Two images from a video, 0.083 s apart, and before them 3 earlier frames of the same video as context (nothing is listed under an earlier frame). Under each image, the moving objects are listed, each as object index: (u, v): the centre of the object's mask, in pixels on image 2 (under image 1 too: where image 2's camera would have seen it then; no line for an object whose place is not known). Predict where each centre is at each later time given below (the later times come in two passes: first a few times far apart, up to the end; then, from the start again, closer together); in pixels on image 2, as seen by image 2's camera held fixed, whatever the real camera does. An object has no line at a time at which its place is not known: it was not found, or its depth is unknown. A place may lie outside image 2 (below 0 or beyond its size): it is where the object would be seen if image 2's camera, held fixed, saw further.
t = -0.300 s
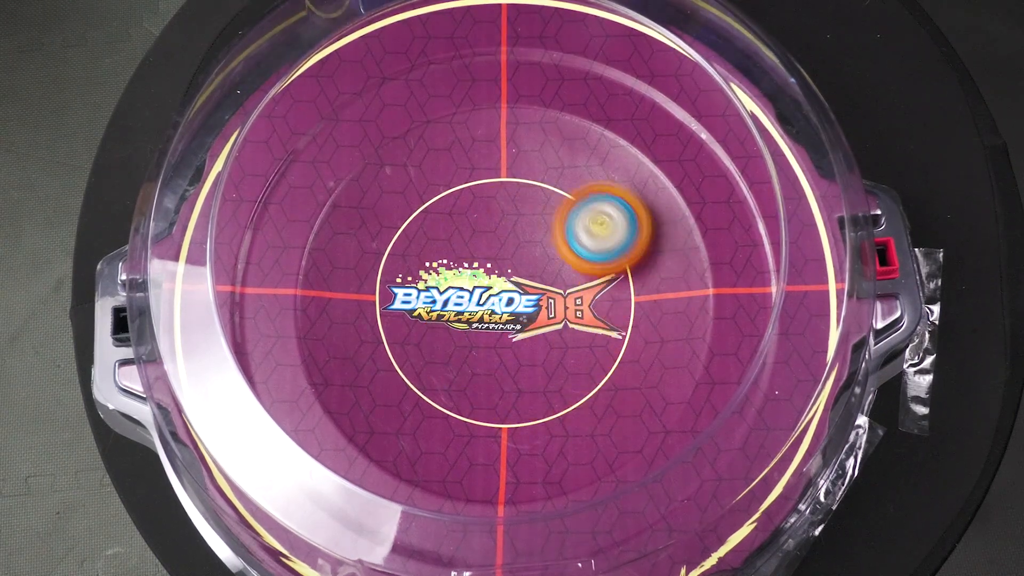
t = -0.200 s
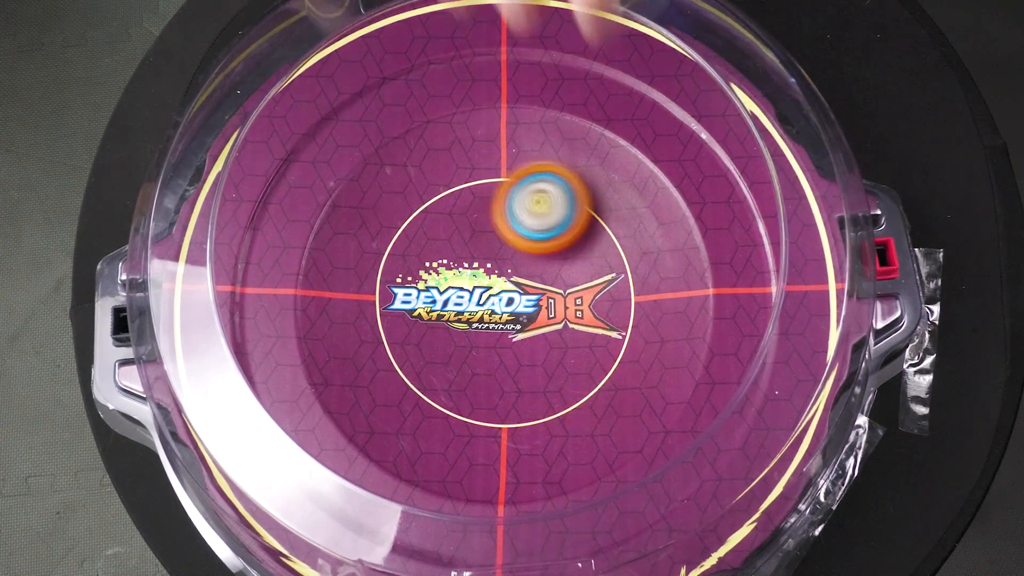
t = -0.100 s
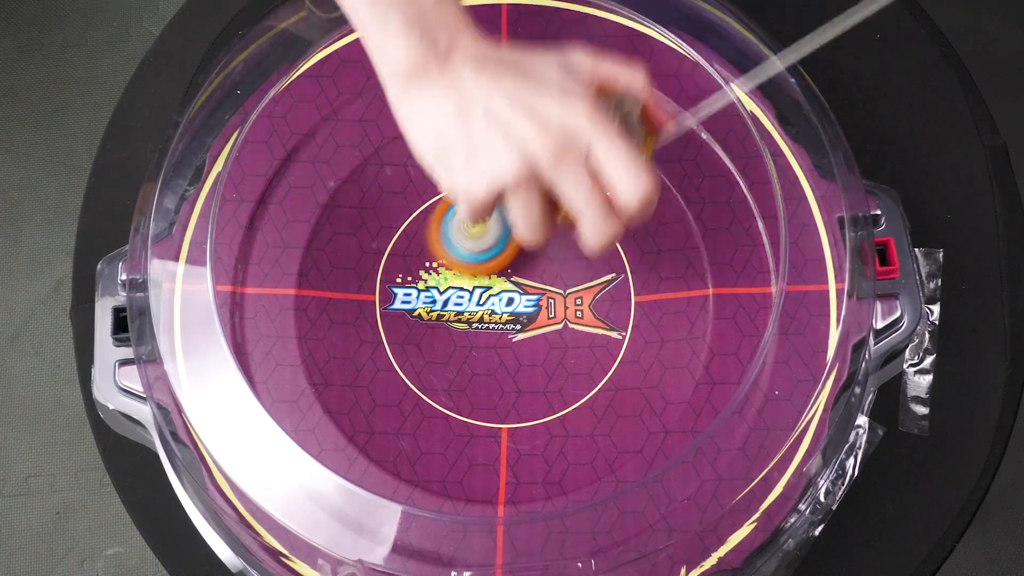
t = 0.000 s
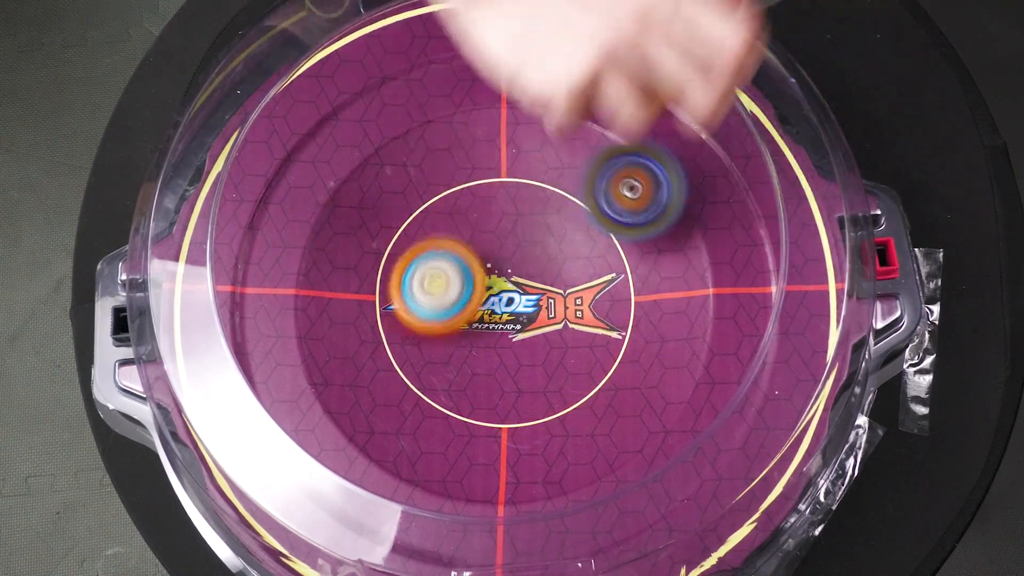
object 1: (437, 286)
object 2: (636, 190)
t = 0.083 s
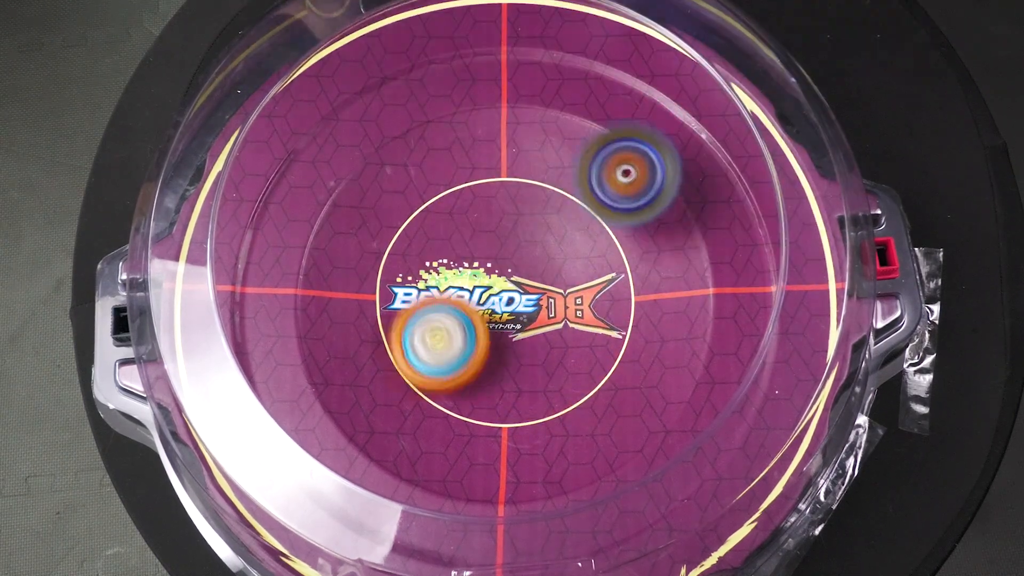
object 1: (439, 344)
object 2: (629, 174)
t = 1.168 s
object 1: (468, 421)
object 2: (435, 239)
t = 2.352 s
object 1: (376, 318)
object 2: (472, 241)
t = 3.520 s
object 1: (403, 36)
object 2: (379, 375)
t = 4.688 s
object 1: (289, 105)
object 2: (636, 387)
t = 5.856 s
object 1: (719, 250)
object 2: (517, 406)
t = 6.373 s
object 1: (701, 137)
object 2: (485, 179)
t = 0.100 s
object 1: (443, 355)
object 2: (625, 173)
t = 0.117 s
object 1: (449, 364)
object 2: (621, 174)
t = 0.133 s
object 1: (456, 373)
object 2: (616, 177)
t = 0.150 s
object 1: (464, 382)
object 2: (611, 182)
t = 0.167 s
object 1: (474, 390)
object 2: (606, 188)
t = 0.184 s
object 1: (484, 397)
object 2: (600, 195)
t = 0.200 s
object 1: (496, 404)
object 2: (590, 199)
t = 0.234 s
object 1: (522, 412)
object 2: (567, 207)
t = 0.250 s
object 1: (536, 413)
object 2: (555, 212)
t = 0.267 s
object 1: (549, 413)
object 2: (543, 221)
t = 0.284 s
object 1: (564, 412)
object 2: (531, 229)
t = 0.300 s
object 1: (577, 408)
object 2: (519, 234)
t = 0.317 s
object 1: (589, 404)
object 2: (508, 243)
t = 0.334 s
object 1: (603, 398)
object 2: (496, 252)
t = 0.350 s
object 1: (614, 390)
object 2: (485, 262)
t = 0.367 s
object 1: (624, 382)
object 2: (475, 272)
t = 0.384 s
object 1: (635, 371)
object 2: (465, 283)
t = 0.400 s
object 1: (643, 360)
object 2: (457, 295)
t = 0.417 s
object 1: (650, 349)
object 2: (450, 309)
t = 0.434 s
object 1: (655, 336)
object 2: (445, 319)
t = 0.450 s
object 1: (659, 324)
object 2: (440, 330)
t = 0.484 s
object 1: (662, 298)
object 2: (440, 347)
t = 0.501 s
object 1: (662, 287)
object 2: (441, 356)
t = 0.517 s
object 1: (660, 275)
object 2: (443, 364)
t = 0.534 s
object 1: (657, 262)
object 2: (445, 374)
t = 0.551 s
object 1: (652, 250)
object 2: (450, 379)
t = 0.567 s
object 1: (646, 240)
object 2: (456, 380)
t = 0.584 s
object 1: (638, 230)
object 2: (464, 382)
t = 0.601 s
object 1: (630, 221)
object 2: (472, 386)
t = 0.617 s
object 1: (620, 215)
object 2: (479, 390)
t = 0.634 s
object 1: (609, 208)
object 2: (487, 391)
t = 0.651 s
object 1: (598, 202)
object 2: (496, 388)
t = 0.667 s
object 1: (587, 197)
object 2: (506, 384)
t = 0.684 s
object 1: (576, 193)
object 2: (516, 381)
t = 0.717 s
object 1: (552, 189)
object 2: (535, 376)
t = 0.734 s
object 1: (540, 189)
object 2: (544, 369)
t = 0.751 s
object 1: (528, 189)
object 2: (552, 362)
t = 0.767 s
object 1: (515, 191)
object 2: (562, 354)
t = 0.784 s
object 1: (503, 194)
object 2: (570, 346)
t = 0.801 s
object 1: (492, 197)
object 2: (577, 334)
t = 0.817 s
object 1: (480, 202)
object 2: (583, 322)
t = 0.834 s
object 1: (469, 207)
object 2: (589, 310)
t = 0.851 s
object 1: (459, 214)
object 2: (592, 298)
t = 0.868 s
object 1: (448, 221)
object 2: (595, 285)
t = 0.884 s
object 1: (438, 229)
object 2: (596, 275)
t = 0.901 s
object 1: (429, 238)
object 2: (596, 263)
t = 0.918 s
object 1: (420, 248)
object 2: (594, 251)
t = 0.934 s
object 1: (413, 259)
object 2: (592, 240)
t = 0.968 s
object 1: (401, 285)
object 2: (582, 221)
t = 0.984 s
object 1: (398, 297)
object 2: (574, 214)
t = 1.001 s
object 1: (396, 311)
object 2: (565, 209)
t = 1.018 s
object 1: (396, 324)
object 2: (554, 205)
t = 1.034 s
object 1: (398, 339)
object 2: (543, 202)
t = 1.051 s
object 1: (401, 351)
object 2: (530, 201)
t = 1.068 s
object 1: (406, 363)
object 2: (517, 201)
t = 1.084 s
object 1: (414, 374)
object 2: (503, 204)
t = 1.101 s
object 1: (422, 387)
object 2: (488, 209)
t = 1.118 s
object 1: (431, 396)
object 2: (474, 214)
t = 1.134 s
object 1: (442, 406)
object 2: (461, 220)
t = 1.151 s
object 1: (454, 415)
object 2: (447, 229)
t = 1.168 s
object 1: (468, 421)
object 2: (435, 239)
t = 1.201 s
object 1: (498, 432)
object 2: (411, 266)
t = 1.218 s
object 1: (514, 434)
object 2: (401, 280)
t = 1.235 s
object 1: (531, 435)
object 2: (392, 297)
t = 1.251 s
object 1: (548, 434)
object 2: (386, 314)
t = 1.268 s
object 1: (565, 431)
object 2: (381, 332)
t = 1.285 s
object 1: (584, 427)
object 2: (378, 351)
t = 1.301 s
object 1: (600, 420)
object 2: (378, 365)
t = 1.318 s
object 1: (616, 412)
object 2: (380, 383)
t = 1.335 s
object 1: (633, 401)
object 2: (384, 398)
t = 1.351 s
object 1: (648, 390)
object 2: (392, 414)
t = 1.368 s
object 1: (662, 377)
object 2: (400, 429)
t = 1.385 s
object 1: (674, 363)
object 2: (411, 446)
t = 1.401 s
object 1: (685, 347)
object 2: (423, 456)
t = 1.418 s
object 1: (695, 330)
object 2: (439, 466)
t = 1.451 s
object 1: (708, 293)
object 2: (470, 486)
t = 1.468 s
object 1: (712, 274)
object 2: (487, 491)
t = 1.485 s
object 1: (713, 254)
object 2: (505, 492)
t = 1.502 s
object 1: (714, 237)
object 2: (525, 492)
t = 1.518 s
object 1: (713, 219)
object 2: (543, 490)
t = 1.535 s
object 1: (711, 203)
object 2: (560, 485)
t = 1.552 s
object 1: (709, 186)
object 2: (577, 480)
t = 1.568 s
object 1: (708, 173)
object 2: (593, 473)
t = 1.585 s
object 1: (705, 160)
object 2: (610, 467)
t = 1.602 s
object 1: (703, 148)
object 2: (624, 460)
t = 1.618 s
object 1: (699, 137)
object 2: (639, 454)
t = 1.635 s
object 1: (695, 128)
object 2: (654, 448)
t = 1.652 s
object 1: (690, 120)
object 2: (668, 441)
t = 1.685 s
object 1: (676, 107)
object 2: (695, 430)
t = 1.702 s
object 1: (668, 102)
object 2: (707, 424)
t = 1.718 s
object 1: (660, 97)
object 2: (719, 420)
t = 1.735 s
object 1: (652, 95)
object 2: (732, 414)
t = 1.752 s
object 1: (645, 92)
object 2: (743, 408)
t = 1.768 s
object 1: (638, 90)
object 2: (750, 400)
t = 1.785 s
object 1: (632, 89)
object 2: (755, 390)
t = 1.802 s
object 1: (624, 88)
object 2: (759, 380)
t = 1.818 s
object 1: (618, 87)
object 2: (759, 369)
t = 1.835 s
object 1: (611, 87)
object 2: (756, 354)
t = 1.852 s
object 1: (606, 89)
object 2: (757, 342)
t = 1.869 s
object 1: (599, 89)
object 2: (754, 330)
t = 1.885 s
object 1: (594, 91)
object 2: (750, 320)
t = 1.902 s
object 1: (588, 92)
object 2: (748, 309)
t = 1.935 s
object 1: (579, 94)
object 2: (737, 289)
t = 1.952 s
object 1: (574, 95)
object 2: (737, 282)
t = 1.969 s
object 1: (569, 95)
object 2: (736, 274)
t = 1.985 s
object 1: (563, 96)
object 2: (735, 269)
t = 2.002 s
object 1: (558, 97)
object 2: (733, 263)
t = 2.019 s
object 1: (551, 100)
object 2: (733, 259)
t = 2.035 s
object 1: (544, 103)
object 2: (731, 255)
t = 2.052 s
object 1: (535, 107)
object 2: (729, 252)
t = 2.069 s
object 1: (526, 113)
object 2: (726, 249)
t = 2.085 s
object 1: (516, 120)
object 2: (723, 247)
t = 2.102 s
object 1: (506, 128)
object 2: (718, 246)
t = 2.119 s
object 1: (495, 135)
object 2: (713, 245)
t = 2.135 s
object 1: (484, 146)
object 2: (707, 242)
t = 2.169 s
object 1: (459, 168)
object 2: (688, 239)
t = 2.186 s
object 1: (447, 181)
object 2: (676, 239)
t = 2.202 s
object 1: (434, 194)
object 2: (663, 238)
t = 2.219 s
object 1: (423, 207)
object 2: (647, 237)
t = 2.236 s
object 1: (411, 221)
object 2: (629, 239)
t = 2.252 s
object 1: (401, 235)
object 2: (611, 238)
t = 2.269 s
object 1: (393, 248)
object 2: (590, 236)
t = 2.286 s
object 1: (386, 263)
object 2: (567, 238)
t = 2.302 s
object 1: (381, 276)
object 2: (544, 237)
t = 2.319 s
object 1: (378, 291)
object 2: (521, 236)
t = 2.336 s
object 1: (376, 303)
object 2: (496, 238)
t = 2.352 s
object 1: (376, 318)
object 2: (472, 241)
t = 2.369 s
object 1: (378, 330)
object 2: (449, 245)
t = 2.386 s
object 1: (379, 345)
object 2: (430, 250)
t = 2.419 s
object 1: (382, 376)
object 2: (397, 252)
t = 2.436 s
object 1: (385, 391)
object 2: (383, 254)
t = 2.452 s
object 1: (391, 406)
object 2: (372, 259)
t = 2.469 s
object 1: (398, 419)
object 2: (361, 262)
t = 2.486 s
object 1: (407, 431)
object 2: (353, 269)
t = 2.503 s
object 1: (416, 442)
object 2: (347, 276)
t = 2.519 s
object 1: (427, 451)
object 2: (342, 284)
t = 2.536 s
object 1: (440, 459)
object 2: (339, 293)
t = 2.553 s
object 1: (452, 463)
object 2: (338, 302)
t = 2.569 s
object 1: (467, 468)
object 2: (339, 313)
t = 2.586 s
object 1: (481, 470)
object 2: (342, 324)
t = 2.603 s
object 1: (497, 471)
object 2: (347, 336)
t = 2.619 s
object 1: (513, 470)
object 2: (354, 348)
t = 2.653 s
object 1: (546, 464)
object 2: (378, 370)
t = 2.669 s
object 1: (563, 460)
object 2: (393, 379)
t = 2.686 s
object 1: (579, 452)
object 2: (409, 388)
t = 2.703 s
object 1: (596, 444)
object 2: (425, 395)
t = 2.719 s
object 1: (610, 434)
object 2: (445, 401)
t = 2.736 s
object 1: (625, 421)
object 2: (465, 404)
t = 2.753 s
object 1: (638, 407)
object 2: (486, 406)
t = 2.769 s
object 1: (649, 392)
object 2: (504, 404)
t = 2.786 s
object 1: (660, 376)
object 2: (523, 402)
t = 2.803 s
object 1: (670, 358)
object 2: (544, 394)
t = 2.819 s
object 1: (678, 340)
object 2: (561, 387)
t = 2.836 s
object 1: (684, 319)
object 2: (577, 378)
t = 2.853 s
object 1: (690, 297)
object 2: (591, 367)
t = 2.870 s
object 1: (693, 275)
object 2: (605, 353)
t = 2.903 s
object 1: (693, 230)
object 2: (621, 324)
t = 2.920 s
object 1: (690, 207)
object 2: (629, 307)
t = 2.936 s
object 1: (684, 185)
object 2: (633, 290)
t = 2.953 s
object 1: (677, 164)
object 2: (636, 274)
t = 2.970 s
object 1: (670, 145)
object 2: (635, 256)
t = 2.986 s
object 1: (663, 128)
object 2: (634, 240)
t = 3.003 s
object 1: (655, 111)
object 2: (629, 225)
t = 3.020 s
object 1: (648, 96)
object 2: (623, 210)
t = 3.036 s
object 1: (641, 82)
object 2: (614, 196)
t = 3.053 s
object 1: (630, 71)
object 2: (605, 184)
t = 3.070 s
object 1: (619, 63)
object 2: (593, 172)
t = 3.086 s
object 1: (607, 55)
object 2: (579, 160)
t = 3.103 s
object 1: (595, 49)
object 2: (565, 151)
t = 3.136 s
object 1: (567, 40)
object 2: (536, 137)
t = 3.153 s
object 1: (553, 36)
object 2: (518, 132)
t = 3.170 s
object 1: (538, 33)
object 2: (501, 130)
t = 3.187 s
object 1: (524, 31)
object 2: (484, 129)
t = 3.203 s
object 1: (511, 29)
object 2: (465, 130)
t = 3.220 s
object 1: (500, 27)
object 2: (448, 133)
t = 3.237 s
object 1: (488, 26)
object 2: (432, 139)
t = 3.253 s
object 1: (477, 25)
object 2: (417, 146)
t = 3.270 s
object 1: (467, 24)
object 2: (402, 155)
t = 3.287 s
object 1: (457, 24)
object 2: (388, 166)
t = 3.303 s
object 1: (448, 24)
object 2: (376, 177)
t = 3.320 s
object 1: (441, 24)
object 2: (367, 190)
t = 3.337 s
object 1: (434, 24)
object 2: (358, 204)
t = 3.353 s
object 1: (427, 24)
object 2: (351, 219)
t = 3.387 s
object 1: (419, 26)
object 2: (342, 249)
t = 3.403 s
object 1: (411, 25)
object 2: (341, 267)
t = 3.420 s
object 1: (410, 27)
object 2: (341, 284)
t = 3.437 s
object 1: (407, 28)
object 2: (342, 300)
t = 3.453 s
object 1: (406, 30)
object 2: (345, 317)
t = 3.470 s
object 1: (405, 31)
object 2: (351, 333)
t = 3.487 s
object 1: (405, 33)
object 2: (359, 350)
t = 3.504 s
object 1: (404, 35)
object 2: (369, 363)
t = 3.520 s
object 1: (403, 36)
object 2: (379, 375)
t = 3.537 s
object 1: (401, 38)
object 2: (393, 388)
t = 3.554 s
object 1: (400, 40)
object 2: (408, 398)
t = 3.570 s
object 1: (399, 41)
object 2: (423, 408)
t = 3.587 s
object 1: (397, 42)
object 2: (440, 414)
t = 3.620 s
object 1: (393, 44)
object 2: (473, 421)
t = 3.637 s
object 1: (390, 45)
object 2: (491, 421)
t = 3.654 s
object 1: (388, 46)
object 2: (509, 420)
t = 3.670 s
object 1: (386, 47)
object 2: (525, 416)
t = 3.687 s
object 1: (384, 48)
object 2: (543, 410)
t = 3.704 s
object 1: (382, 49)
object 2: (558, 403)
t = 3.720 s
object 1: (379, 50)
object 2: (572, 393)
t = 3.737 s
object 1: (377, 50)
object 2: (585, 383)
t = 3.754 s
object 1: (375, 52)
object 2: (597, 370)
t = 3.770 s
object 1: (373, 53)
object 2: (610, 355)
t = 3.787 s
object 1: (371, 54)
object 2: (619, 340)
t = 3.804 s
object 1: (370, 56)
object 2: (627, 323)
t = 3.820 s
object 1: (368, 56)
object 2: (632, 305)
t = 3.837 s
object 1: (366, 57)
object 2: (635, 287)
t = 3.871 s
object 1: (363, 59)
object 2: (636, 252)
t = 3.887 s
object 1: (361, 60)
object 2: (635, 236)
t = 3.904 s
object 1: (359, 62)
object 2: (630, 223)
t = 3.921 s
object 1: (357, 62)
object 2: (623, 206)
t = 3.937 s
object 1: (355, 63)
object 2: (615, 192)
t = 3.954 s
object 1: (354, 64)
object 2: (606, 179)
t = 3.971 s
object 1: (352, 65)
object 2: (595, 166)
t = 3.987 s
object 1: (351, 66)
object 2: (583, 154)
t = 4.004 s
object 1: (349, 67)
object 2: (570, 145)
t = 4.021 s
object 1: (348, 68)
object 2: (556, 138)
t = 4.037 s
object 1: (346, 69)
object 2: (542, 133)
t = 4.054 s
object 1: (339, 63)
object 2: (526, 127)
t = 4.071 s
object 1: (337, 65)
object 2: (511, 125)
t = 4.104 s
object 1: (334, 66)
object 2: (480, 124)
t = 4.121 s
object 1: (331, 67)
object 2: (464, 126)
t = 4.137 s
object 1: (329, 68)
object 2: (449, 129)
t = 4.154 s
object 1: (327, 69)
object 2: (436, 136)
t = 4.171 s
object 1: (326, 70)
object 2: (422, 142)
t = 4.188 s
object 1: (324, 71)
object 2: (408, 150)
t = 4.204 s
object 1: (322, 71)
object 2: (396, 160)
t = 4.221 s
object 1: (321, 73)
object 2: (382, 172)
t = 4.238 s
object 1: (319, 73)
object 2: (372, 184)
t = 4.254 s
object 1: (318, 75)
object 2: (362, 198)
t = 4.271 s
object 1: (316, 75)
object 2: (354, 212)
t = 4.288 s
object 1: (314, 76)
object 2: (346, 228)
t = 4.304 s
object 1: (313, 78)
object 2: (341, 245)
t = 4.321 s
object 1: (312, 78)
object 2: (337, 262)
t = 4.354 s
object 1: (309, 80)
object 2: (336, 297)
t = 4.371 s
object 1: (308, 82)
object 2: (338, 314)
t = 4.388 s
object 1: (306, 83)
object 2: (342, 333)
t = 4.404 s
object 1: (305, 84)
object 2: (349, 350)
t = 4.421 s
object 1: (303, 84)
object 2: (358, 365)
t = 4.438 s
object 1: (301, 86)
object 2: (368, 380)
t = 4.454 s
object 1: (300, 87)
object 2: (380, 393)
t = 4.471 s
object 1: (298, 87)
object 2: (395, 405)
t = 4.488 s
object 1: (298, 89)
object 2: (410, 416)
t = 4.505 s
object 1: (297, 90)
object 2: (428, 425)
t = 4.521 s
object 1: (296, 91)
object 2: (446, 432)
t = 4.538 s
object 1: (295, 92)
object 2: (465, 437)
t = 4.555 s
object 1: (295, 93)
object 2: (488, 439)
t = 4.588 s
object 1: (293, 96)
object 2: (528, 439)
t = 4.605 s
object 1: (293, 97)
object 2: (548, 435)
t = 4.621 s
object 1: (292, 99)
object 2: (568, 429)
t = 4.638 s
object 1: (291, 100)
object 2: (587, 422)
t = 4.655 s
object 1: (290, 102)
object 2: (604, 411)
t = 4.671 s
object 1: (290, 103)
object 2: (621, 401)
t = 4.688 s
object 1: (289, 105)
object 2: (636, 387)
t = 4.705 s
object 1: (289, 107)
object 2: (650, 373)
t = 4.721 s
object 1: (289, 109)
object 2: (662, 357)
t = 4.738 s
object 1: (289, 111)
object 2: (673, 341)
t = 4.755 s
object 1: (289, 113)
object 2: (681, 322)
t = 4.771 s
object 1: (289, 114)
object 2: (688, 304)
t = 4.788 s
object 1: (288, 115)
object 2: (693, 286)
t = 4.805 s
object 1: (288, 117)
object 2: (696, 267)
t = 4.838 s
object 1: (294, 123)
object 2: (700, 230)
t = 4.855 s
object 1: (294, 124)
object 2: (698, 213)
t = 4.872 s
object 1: (293, 125)
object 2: (694, 197)
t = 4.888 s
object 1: (293, 126)
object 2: (688, 181)
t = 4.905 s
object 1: (293, 127)
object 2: (682, 166)
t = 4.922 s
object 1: (293, 128)
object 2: (675, 151)
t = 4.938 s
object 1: (293, 129)
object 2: (668, 137)
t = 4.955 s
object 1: (293, 130)
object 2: (662, 122)
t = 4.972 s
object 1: (292, 131)
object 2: (656, 111)
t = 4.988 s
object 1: (289, 132)
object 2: (650, 99)
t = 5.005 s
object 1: (291, 137)
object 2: (645, 89)
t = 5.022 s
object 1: (291, 140)
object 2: (639, 81)
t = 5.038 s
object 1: (291, 145)
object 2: (633, 73)
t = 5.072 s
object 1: (293, 158)
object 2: (617, 61)
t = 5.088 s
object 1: (295, 163)
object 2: (608, 58)
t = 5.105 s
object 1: (297, 167)
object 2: (597, 58)
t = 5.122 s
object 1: (300, 171)
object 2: (585, 58)
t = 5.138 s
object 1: (302, 175)
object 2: (574, 57)
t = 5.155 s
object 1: (304, 178)
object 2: (563, 57)
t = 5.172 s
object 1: (306, 181)
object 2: (554, 58)
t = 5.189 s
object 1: (308, 184)
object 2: (543, 58)
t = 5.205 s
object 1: (309, 186)
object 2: (533, 59)
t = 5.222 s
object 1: (311, 189)
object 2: (523, 60)
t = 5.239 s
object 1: (313, 191)
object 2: (514, 61)
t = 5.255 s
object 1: (315, 193)
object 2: (505, 62)
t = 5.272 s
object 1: (317, 196)
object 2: (498, 64)
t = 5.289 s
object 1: (319, 200)
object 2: (489, 64)
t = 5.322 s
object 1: (326, 211)
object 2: (475, 68)
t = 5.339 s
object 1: (331, 219)
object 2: (469, 72)
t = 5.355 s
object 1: (339, 228)
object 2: (463, 74)
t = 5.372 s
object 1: (345, 237)
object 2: (457, 77)
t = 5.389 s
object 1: (353, 247)
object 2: (451, 80)
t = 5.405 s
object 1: (361, 258)
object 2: (447, 84)
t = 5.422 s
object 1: (370, 270)
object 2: (442, 87)
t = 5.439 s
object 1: (380, 282)
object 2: (438, 91)
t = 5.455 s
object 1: (391, 295)
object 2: (433, 95)
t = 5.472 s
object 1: (402, 307)
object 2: (429, 101)
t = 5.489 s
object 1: (414, 318)
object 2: (425, 108)
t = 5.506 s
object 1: (427, 330)
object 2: (421, 118)
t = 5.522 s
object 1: (440, 340)
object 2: (418, 128)
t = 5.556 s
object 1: (467, 356)
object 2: (411, 156)
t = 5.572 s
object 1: (483, 363)
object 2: (408, 170)
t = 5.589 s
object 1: (500, 369)
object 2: (404, 186)
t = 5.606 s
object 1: (518, 373)
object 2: (402, 204)
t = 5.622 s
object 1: (536, 374)
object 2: (401, 222)
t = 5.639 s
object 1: (555, 375)
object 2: (400, 237)
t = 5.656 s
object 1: (573, 374)
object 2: (402, 255)
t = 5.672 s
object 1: (591, 370)
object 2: (404, 275)
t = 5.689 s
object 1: (608, 365)
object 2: (407, 295)
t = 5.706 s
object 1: (625, 359)
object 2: (412, 314)
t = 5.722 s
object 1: (642, 351)
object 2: (421, 333)
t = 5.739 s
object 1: (656, 342)
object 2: (430, 349)
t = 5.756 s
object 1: (670, 331)
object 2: (440, 362)
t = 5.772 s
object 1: (682, 320)
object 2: (450, 373)
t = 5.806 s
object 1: (701, 294)
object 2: (476, 391)
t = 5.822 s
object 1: (709, 279)
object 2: (489, 398)
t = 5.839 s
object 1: (715, 265)
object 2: (503, 402)
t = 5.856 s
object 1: (719, 250)
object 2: (517, 406)
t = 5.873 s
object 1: (721, 238)
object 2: (532, 407)
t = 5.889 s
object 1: (724, 227)
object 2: (546, 407)
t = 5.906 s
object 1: (725, 216)
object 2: (560, 404)
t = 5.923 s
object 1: (727, 206)
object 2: (574, 400)
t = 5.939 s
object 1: (727, 197)
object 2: (586, 393)
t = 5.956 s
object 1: (727, 190)
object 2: (597, 385)
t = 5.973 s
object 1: (727, 183)
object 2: (608, 376)
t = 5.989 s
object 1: (726, 178)
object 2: (618, 366)
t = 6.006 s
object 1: (726, 173)
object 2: (626, 353)
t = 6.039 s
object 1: (725, 166)
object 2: (639, 327)
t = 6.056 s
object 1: (723, 164)
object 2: (644, 313)
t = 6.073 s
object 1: (720, 162)
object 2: (646, 297)
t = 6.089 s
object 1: (718, 160)
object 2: (648, 284)
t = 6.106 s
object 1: (717, 158)
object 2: (647, 268)
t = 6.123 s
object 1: (716, 156)
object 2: (646, 255)
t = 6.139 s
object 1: (715, 155)
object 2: (643, 243)
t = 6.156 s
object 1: (714, 153)
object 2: (637, 227)
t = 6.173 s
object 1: (714, 151)
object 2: (631, 215)
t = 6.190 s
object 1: (714, 149)
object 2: (621, 204)
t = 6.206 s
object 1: (713, 147)
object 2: (612, 195)
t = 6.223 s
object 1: (711, 146)
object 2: (603, 188)
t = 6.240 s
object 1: (709, 146)
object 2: (591, 181)
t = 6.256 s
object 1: (708, 145)
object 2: (579, 175)
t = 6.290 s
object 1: (706, 143)
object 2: (554, 166)
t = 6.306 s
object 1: (705, 142)
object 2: (540, 167)
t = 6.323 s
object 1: (704, 141)
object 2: (527, 168)
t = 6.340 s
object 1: (703, 139)
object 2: (514, 169)
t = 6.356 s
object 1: (702, 138)
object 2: (499, 174)
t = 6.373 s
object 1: (701, 137)
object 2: (485, 179)
